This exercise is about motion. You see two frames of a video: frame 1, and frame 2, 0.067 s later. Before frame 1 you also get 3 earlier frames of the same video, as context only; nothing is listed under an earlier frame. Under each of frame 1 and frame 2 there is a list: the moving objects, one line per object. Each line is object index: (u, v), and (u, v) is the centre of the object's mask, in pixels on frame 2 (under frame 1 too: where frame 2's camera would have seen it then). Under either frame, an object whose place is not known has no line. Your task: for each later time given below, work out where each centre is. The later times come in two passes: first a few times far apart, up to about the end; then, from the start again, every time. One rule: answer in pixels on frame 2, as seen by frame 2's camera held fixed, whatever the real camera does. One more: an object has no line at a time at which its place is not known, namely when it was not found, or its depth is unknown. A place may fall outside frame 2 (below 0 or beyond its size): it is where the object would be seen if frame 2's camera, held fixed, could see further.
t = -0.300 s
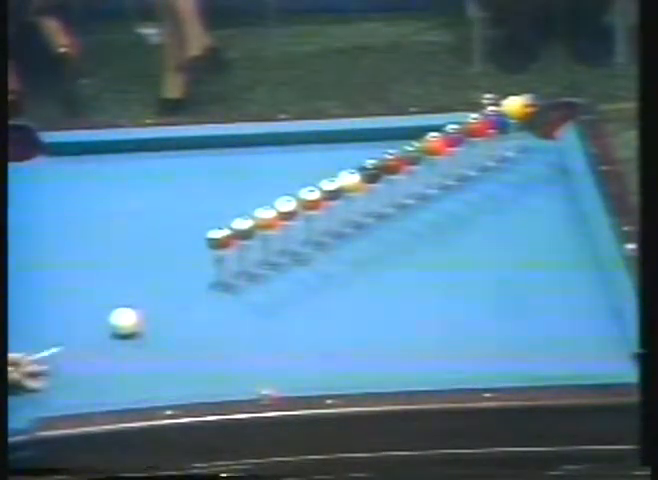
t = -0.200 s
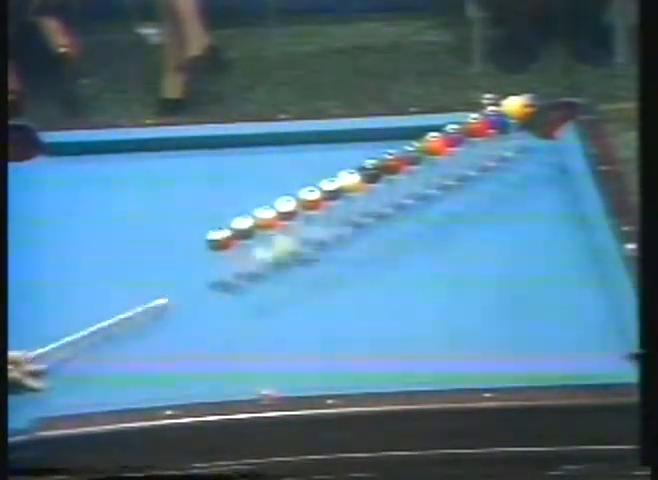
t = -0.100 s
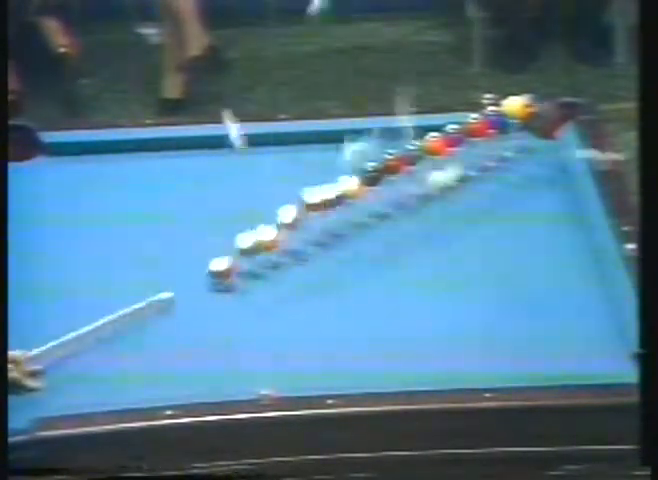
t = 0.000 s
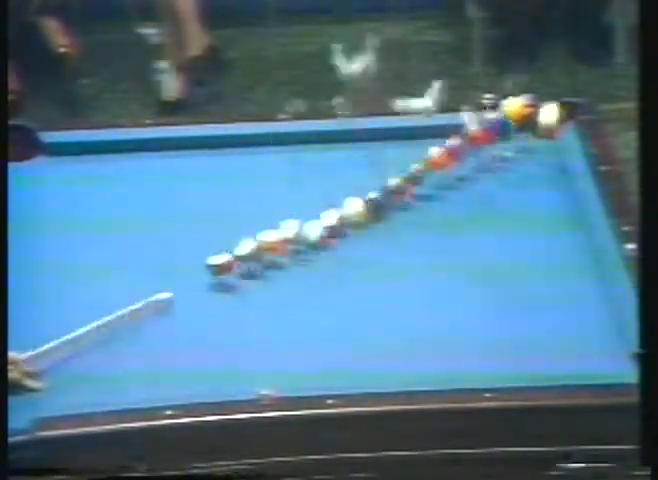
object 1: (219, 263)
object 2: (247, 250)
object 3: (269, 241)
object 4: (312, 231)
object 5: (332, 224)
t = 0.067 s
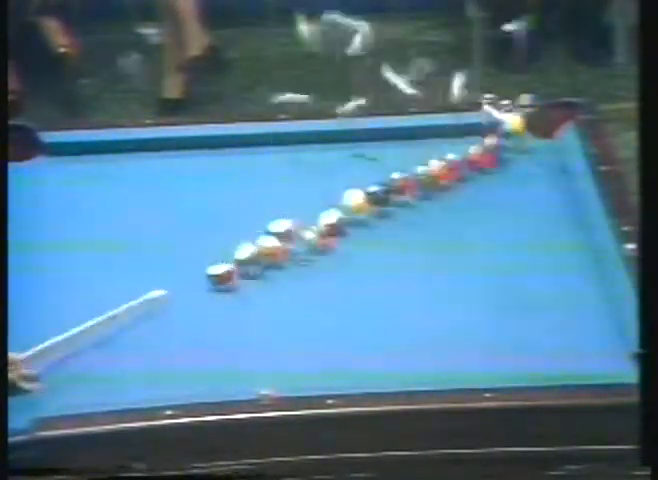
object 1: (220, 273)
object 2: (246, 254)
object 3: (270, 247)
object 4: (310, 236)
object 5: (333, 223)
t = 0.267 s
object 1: (218, 277)
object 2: (241, 263)
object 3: (269, 256)
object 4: (325, 251)
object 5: (334, 219)
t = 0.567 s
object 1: (214, 278)
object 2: (236, 259)
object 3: (271, 262)
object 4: (326, 266)
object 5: (327, 215)
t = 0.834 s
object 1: (215, 280)
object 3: (271, 265)
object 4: (329, 278)
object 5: (324, 212)
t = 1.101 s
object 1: (214, 282)
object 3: (271, 267)
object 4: (332, 290)
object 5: (321, 210)
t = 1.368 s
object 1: (215, 285)
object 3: (272, 266)
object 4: (336, 302)
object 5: (317, 209)
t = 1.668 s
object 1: (216, 286)
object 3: (271, 266)
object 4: (338, 313)
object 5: (316, 208)
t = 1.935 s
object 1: (215, 287)
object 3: (271, 266)
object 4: (342, 325)
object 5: (316, 208)
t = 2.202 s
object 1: (215, 287)
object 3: (271, 266)
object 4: (342, 333)
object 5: (316, 208)
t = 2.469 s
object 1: (215, 287)
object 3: (271, 265)
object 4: (342, 340)
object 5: (316, 208)
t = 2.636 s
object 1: (215, 287)
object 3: (270, 265)
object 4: (343, 345)
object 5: (316, 208)
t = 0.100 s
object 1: (219, 271)
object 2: (245, 259)
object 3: (268, 250)
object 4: (320, 239)
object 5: (332, 221)
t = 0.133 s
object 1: (219, 272)
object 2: (244, 259)
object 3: (267, 251)
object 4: (322, 241)
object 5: (334, 221)
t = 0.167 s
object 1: (219, 274)
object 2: (241, 262)
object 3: (266, 252)
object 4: (322, 244)
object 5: (335, 220)
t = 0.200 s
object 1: (218, 275)
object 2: (241, 263)
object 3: (267, 251)
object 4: (323, 246)
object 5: (335, 220)
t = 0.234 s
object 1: (220, 276)
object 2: (240, 262)
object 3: (266, 252)
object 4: (323, 248)
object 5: (334, 220)
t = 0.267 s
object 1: (218, 277)
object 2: (241, 263)
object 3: (269, 256)
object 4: (325, 251)
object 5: (334, 219)
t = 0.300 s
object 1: (218, 277)
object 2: (240, 262)
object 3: (268, 254)
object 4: (322, 254)
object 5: (333, 218)
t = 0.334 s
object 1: (219, 277)
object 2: (240, 261)
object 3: (270, 258)
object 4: (323, 258)
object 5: (332, 218)
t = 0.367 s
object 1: (218, 278)
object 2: (240, 261)
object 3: (271, 259)
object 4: (324, 262)
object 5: (331, 217)
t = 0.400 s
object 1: (215, 278)
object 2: (239, 261)
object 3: (270, 259)
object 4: (323, 265)
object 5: (330, 217)
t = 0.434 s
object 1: (218, 278)
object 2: (239, 261)
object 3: (270, 259)
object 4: (322, 267)
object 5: (329, 216)
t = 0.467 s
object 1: (218, 278)
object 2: (238, 260)
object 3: (270, 260)
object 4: (322, 268)
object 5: (328, 216)
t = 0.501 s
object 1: (218, 278)
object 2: (236, 259)
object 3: (271, 261)
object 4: (325, 269)
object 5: (327, 217)
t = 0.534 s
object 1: (215, 277)
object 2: (236, 258)
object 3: (271, 262)
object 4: (327, 270)
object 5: (327, 216)
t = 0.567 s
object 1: (214, 278)
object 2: (236, 259)
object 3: (271, 262)
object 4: (326, 266)
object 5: (327, 215)
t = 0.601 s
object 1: (214, 278)
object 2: (236, 259)
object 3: (271, 263)
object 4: (326, 267)
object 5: (326, 215)
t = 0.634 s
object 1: (214, 278)
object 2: (237, 259)
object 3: (271, 262)
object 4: (327, 270)
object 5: (326, 215)
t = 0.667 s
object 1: (214, 279)
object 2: (236, 260)
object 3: (270, 263)
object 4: (325, 274)
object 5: (326, 214)
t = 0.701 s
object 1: (214, 279)
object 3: (270, 263)
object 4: (328, 277)
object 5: (325, 214)
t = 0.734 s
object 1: (214, 279)
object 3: (271, 264)
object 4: (328, 272)
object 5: (324, 213)
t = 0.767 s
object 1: (213, 279)
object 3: (270, 265)
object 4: (327, 274)
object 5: (324, 213)
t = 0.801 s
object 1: (215, 280)
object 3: (271, 265)
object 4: (329, 276)
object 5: (324, 212)
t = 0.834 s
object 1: (215, 280)
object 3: (271, 265)
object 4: (329, 278)
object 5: (324, 212)
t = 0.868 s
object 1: (214, 280)
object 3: (271, 266)
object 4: (330, 279)
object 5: (323, 211)
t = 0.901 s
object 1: (214, 281)
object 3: (271, 267)
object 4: (330, 281)
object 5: (323, 211)
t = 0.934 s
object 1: (213, 285)
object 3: (271, 267)
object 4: (332, 284)
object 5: (323, 211)
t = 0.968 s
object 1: (214, 281)
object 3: (271, 267)
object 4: (332, 285)
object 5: (323, 211)
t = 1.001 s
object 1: (214, 281)
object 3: (271, 267)
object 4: (332, 287)
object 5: (322, 211)
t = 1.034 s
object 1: (214, 282)
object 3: (271, 267)
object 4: (333, 290)
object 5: (322, 211)
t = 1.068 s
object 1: (214, 282)
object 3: (271, 267)
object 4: (332, 289)
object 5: (321, 210)
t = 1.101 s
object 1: (214, 282)
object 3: (271, 267)
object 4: (332, 290)
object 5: (321, 210)
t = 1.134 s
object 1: (214, 282)
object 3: (271, 267)
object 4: (332, 291)
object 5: (321, 210)
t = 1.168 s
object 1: (214, 282)
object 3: (271, 267)
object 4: (333, 293)
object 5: (321, 210)
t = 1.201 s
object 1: (214, 281)
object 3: (271, 266)
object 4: (333, 293)
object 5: (321, 209)
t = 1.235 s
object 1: (214, 281)
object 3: (271, 266)
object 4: (334, 296)
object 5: (320, 209)
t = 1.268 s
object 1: (214, 282)
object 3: (271, 266)
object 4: (334, 296)
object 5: (320, 209)
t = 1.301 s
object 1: (214, 281)
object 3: (272, 266)
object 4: (335, 298)
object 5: (319, 208)
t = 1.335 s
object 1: (215, 281)
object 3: (272, 266)
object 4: (335, 300)
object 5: (318, 209)
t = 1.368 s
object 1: (215, 285)
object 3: (272, 266)
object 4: (336, 302)
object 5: (317, 209)
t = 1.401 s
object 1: (215, 286)
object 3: (271, 266)
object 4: (336, 304)
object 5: (317, 208)
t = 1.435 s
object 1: (216, 286)
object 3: (271, 266)
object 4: (336, 307)
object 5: (317, 208)
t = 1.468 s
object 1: (216, 286)
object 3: (272, 266)
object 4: (336, 308)
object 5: (317, 208)
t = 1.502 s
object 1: (216, 286)
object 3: (272, 266)
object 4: (337, 307)
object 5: (318, 208)
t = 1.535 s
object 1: (216, 286)
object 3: (272, 266)
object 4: (338, 309)
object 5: (317, 208)
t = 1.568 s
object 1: (216, 286)
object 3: (272, 266)
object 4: (338, 310)
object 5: (317, 208)
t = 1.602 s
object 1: (215, 287)
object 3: (272, 266)
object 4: (338, 311)
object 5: (317, 208)
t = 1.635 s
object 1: (216, 287)
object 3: (272, 266)
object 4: (338, 312)
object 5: (317, 208)
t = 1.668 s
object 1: (216, 286)
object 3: (271, 266)
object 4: (338, 313)
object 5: (316, 208)
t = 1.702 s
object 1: (216, 286)
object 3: (271, 266)
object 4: (339, 315)
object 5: (316, 208)
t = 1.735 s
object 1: (216, 286)
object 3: (271, 266)
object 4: (339, 317)
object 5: (316, 207)
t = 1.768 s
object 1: (215, 287)
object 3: (271, 266)
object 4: (340, 317)
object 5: (316, 207)
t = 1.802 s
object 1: (215, 287)
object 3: (271, 266)
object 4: (340, 319)
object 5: (316, 208)
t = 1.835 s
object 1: (216, 286)
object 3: (271, 266)
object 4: (341, 321)
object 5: (317, 208)
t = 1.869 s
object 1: (216, 286)
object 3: (270, 266)
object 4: (341, 322)
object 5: (316, 208)
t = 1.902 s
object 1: (215, 286)
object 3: (270, 266)
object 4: (342, 324)
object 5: (316, 208)
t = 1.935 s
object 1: (215, 287)
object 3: (271, 266)
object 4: (342, 325)
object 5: (316, 208)
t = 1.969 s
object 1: (215, 287)
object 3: (271, 266)
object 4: (342, 328)
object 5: (316, 209)
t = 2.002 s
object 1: (215, 286)
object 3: (271, 266)
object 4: (342, 325)
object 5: (316, 208)
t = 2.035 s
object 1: (215, 287)
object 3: (271, 266)
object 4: (342, 327)
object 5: (316, 208)
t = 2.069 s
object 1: (215, 286)
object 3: (271, 266)
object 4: (342, 328)
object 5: (316, 208)
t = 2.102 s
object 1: (215, 287)
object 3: (271, 266)
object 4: (342, 328)
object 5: (316, 208)
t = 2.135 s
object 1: (215, 287)
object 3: (271, 266)
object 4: (342, 330)
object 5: (316, 208)
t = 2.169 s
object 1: (215, 287)
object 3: (271, 265)
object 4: (342, 331)
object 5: (316, 208)
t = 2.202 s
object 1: (215, 287)
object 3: (271, 266)
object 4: (342, 333)
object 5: (316, 208)
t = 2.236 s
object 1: (215, 287)
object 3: (271, 266)
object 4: (343, 334)
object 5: (316, 208)
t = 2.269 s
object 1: (215, 287)
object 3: (271, 265)
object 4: (343, 335)
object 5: (317, 208)
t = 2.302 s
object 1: (215, 287)
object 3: (271, 266)
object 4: (343, 336)
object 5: (317, 208)
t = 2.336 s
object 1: (215, 287)
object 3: (271, 265)
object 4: (343, 336)
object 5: (317, 208)
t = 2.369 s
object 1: (215, 287)
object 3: (271, 266)
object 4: (343, 337)
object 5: (317, 208)
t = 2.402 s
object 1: (216, 287)
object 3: (271, 266)
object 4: (343, 338)
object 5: (316, 208)
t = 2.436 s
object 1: (215, 287)
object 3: (271, 265)
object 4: (344, 339)
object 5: (316, 208)
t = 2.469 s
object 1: (215, 287)
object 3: (271, 265)
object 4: (342, 340)
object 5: (316, 208)
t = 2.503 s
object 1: (215, 287)
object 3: (271, 265)
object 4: (343, 342)
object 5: (316, 209)
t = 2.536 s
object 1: (215, 287)
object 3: (271, 265)
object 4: (342, 343)
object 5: (316, 208)
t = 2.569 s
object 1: (215, 287)
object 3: (271, 265)
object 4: (343, 344)
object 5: (316, 208)
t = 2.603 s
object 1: (215, 287)
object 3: (271, 265)
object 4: (343, 345)
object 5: (316, 208)
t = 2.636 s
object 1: (215, 287)
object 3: (270, 265)
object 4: (343, 345)
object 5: (316, 208)
